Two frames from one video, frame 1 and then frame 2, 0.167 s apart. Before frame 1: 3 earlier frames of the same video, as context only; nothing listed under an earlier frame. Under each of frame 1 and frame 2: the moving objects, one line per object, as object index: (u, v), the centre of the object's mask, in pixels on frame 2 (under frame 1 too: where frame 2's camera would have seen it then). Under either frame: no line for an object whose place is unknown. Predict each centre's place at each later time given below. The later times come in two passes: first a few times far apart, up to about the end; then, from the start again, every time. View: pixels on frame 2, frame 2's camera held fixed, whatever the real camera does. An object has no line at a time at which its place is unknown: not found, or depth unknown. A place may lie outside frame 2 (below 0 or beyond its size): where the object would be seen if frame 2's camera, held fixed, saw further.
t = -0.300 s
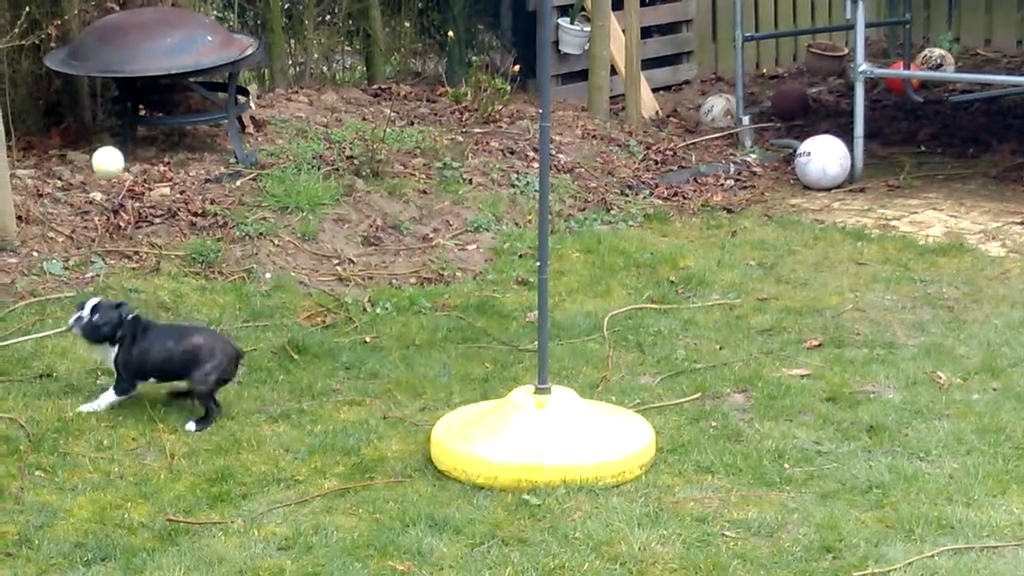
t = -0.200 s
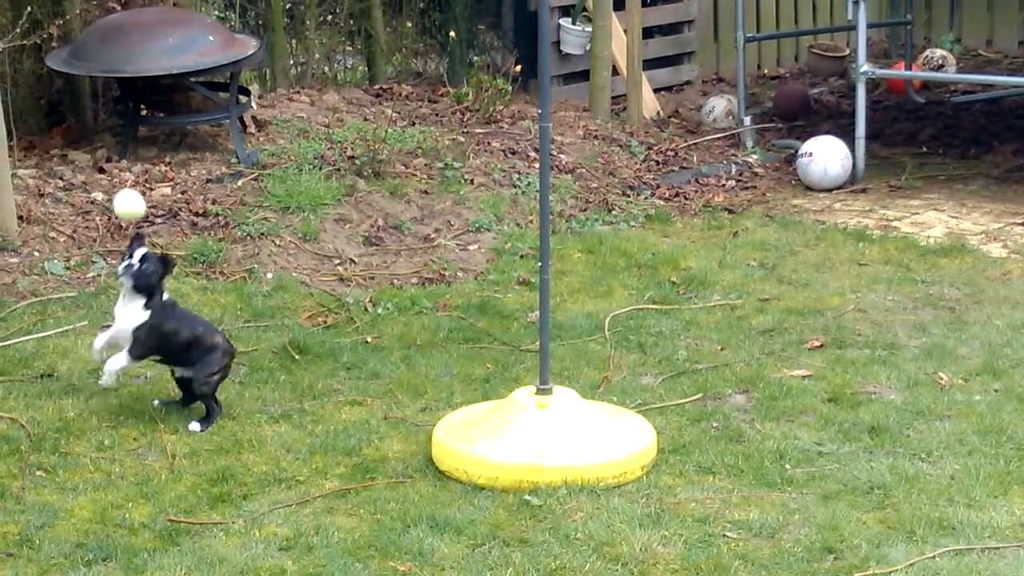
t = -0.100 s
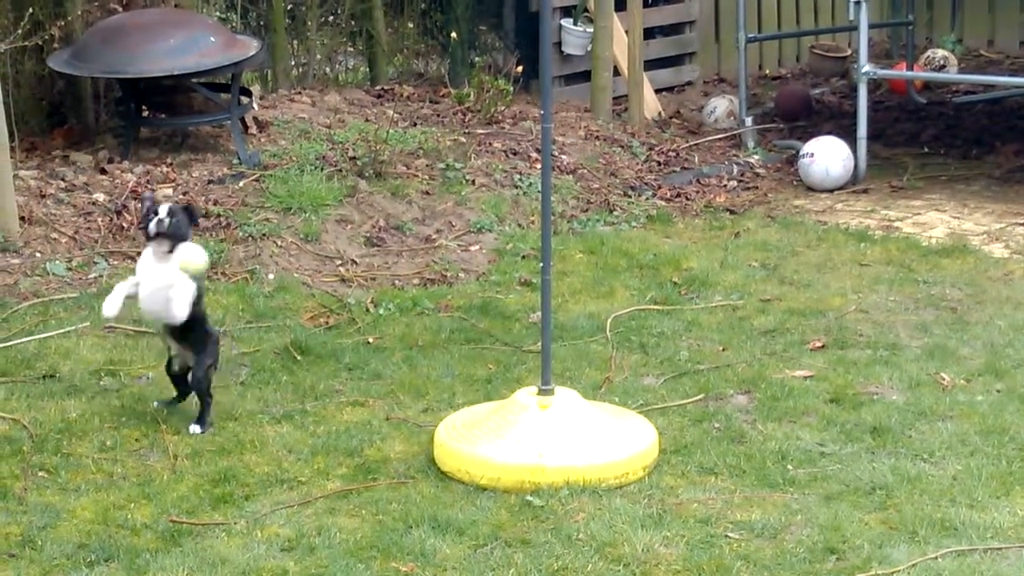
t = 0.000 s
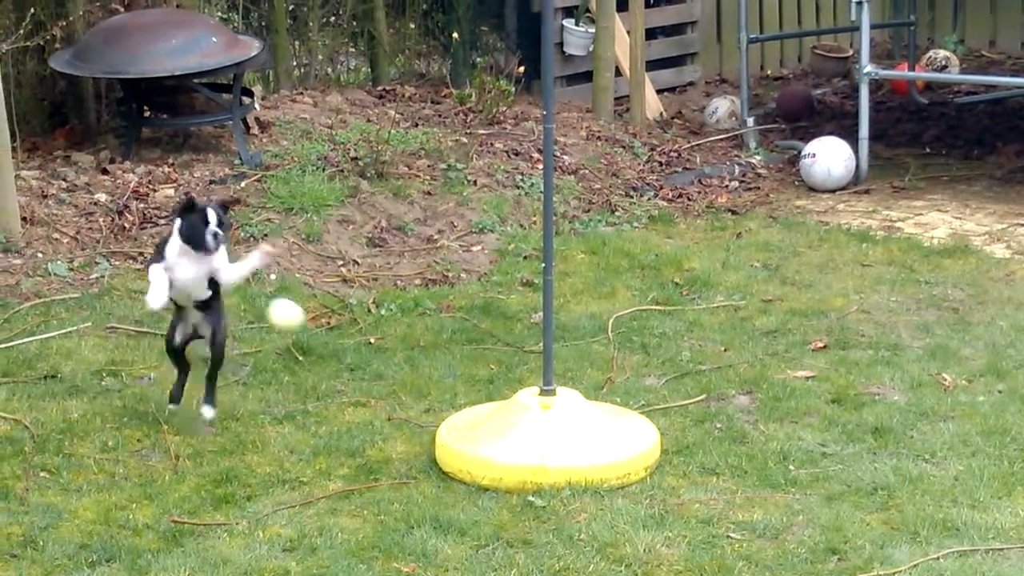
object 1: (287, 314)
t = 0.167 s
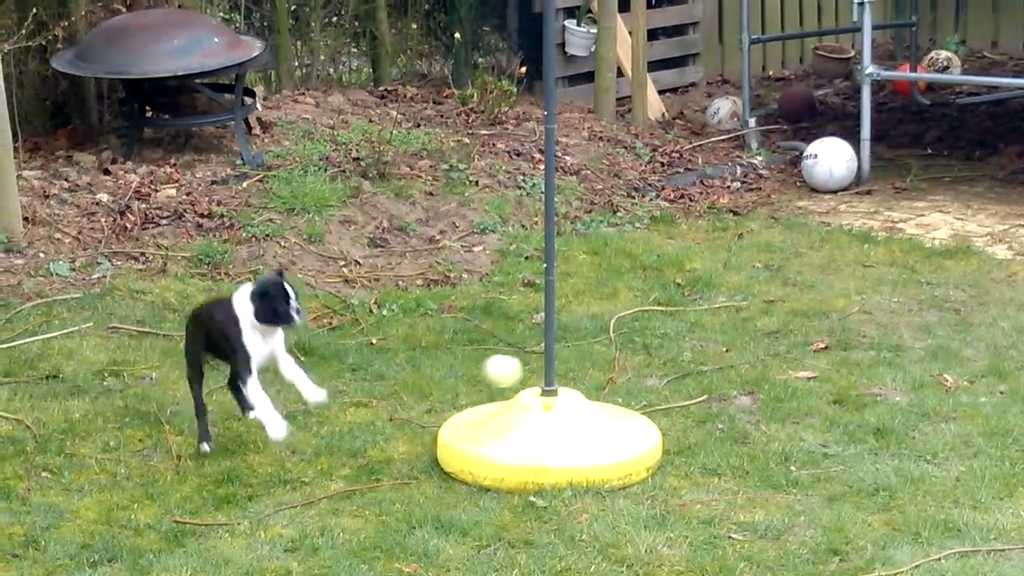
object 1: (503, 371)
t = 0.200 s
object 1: (549, 371)
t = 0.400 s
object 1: (800, 302)
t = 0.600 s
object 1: (934, 189)
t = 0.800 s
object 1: (976, 162)
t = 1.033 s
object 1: (883, 210)
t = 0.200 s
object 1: (549, 371)
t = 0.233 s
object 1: (595, 367)
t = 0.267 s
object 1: (640, 359)
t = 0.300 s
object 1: (684, 349)
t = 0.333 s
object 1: (727, 335)
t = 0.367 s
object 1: (765, 320)
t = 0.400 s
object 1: (800, 302)
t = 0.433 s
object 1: (832, 282)
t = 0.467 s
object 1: (859, 261)
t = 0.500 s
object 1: (882, 242)
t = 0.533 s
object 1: (902, 223)
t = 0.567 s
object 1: (921, 204)
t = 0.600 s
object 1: (934, 189)
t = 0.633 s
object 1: (945, 177)
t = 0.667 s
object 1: (955, 166)
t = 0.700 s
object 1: (964, 161)
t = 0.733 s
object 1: (973, 160)
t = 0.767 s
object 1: (978, 161)
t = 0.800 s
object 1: (976, 162)
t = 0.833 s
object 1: (969, 161)
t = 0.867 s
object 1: (959, 163)
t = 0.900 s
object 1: (947, 167)
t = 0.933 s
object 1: (933, 174)
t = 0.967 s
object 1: (918, 184)
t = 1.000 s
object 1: (902, 196)
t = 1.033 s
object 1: (883, 210)
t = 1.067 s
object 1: (861, 224)
